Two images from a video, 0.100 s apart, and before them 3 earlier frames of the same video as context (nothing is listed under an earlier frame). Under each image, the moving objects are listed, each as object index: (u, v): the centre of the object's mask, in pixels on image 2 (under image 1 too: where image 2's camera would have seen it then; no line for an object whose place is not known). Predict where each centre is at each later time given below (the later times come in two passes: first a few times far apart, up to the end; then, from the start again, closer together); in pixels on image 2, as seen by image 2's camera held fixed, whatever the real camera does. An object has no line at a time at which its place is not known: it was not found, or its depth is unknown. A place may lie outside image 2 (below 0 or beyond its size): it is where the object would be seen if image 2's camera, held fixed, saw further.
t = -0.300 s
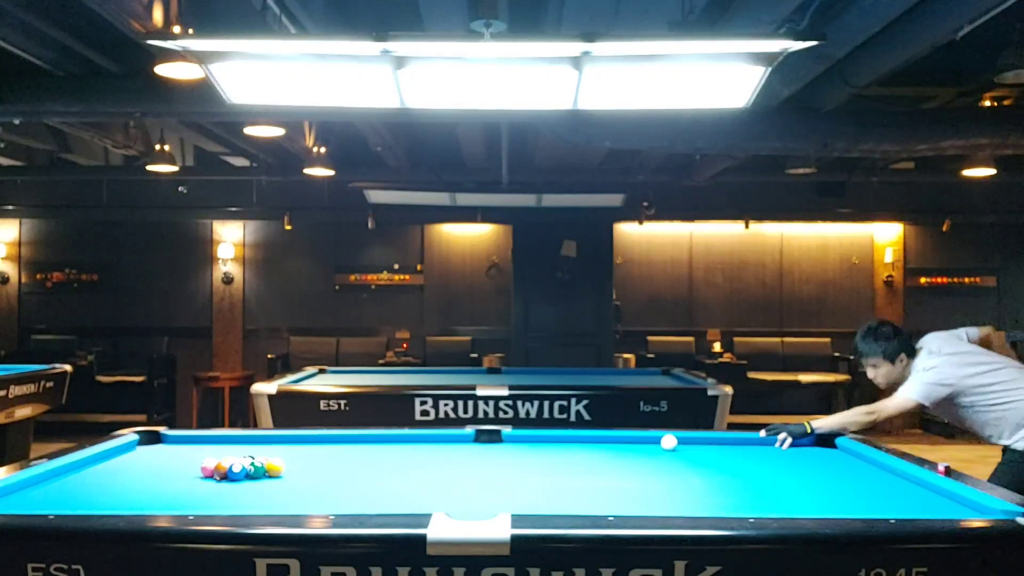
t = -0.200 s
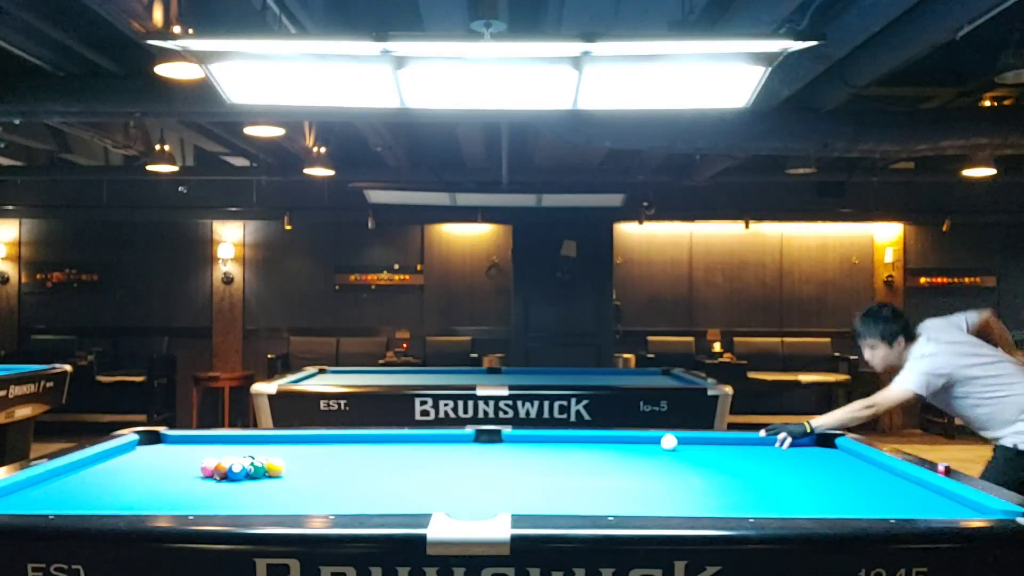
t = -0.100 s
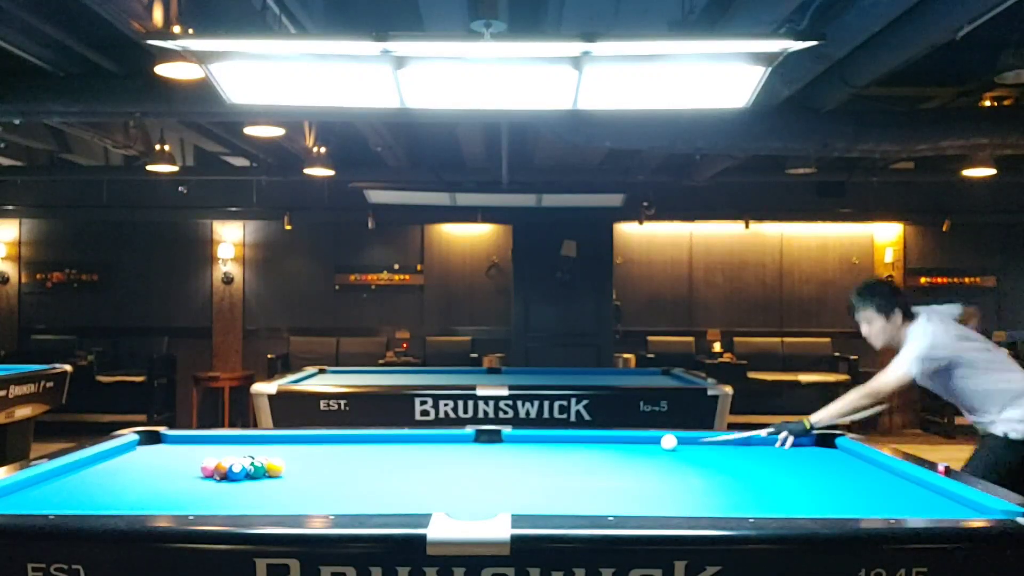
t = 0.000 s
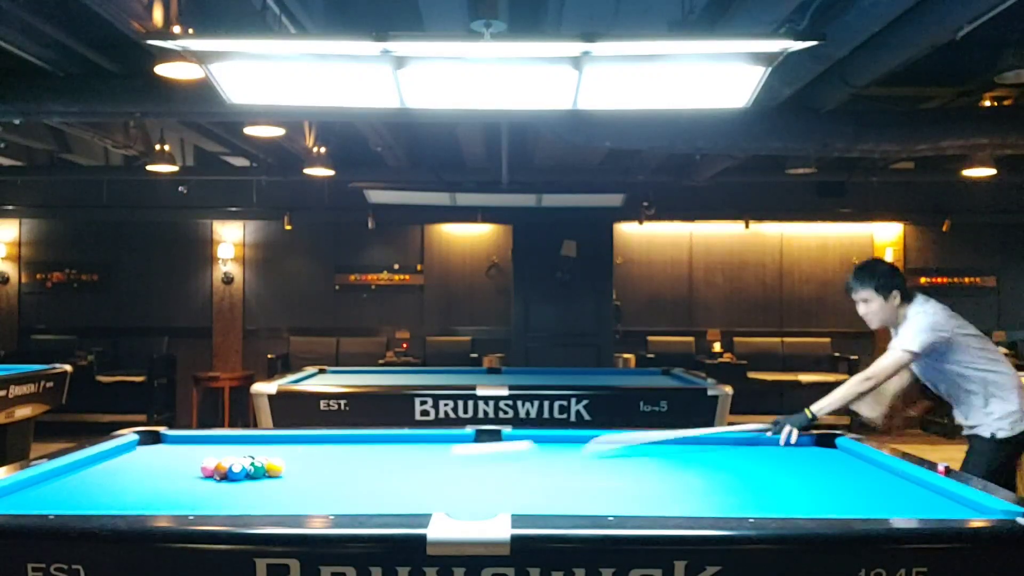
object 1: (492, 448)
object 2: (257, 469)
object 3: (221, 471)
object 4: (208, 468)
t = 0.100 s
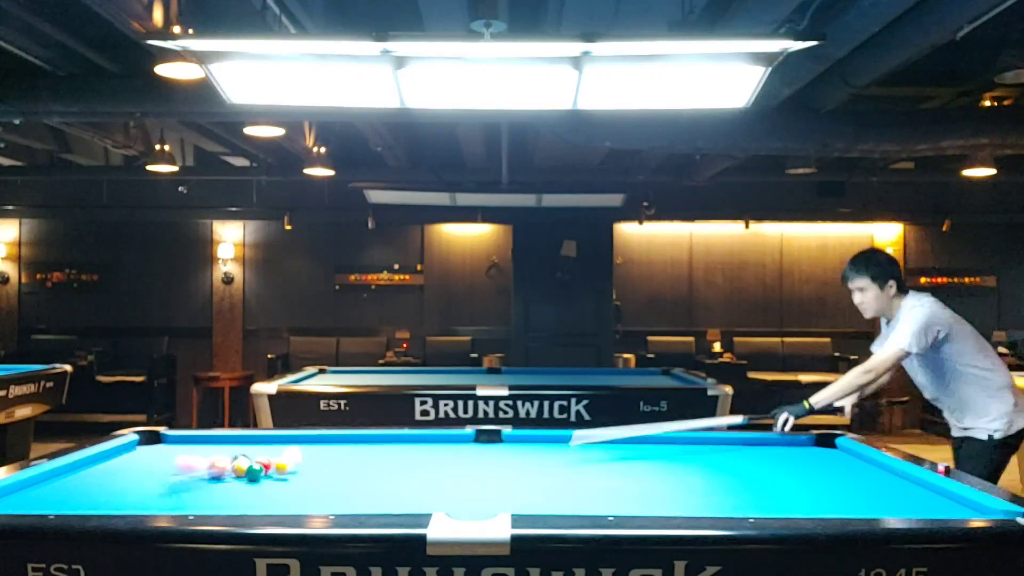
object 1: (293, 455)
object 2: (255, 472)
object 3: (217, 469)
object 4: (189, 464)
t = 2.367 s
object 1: (226, 496)
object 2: (557, 447)
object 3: (119, 476)
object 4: (745, 449)
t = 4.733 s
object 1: (511, 469)
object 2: (683, 455)
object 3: (158, 477)
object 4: (669, 495)
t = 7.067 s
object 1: (637, 448)
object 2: (720, 463)
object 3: (158, 477)
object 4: (512, 499)
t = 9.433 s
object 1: (674, 441)
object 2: (720, 463)
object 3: (158, 477)
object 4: (500, 498)
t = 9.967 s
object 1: (674, 441)
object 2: (720, 463)
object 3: (158, 477)
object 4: (500, 498)
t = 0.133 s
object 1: (292, 449)
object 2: (253, 476)
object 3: (211, 469)
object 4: (167, 463)
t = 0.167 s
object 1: (291, 449)
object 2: (252, 479)
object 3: (206, 469)
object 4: (145, 460)
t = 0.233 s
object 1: (289, 450)
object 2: (249, 486)
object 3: (196, 470)
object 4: (106, 457)
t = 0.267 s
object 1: (287, 447)
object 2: (248, 488)
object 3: (192, 470)
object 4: (116, 455)
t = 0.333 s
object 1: (283, 444)
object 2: (247, 494)
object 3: (181, 470)
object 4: (142, 453)
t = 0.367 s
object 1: (280, 442)
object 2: (246, 498)
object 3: (176, 470)
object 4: (163, 452)
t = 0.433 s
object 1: (273, 438)
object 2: (244, 501)
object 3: (167, 470)
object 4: (188, 452)
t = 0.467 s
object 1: (265, 438)
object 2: (243, 504)
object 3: (162, 471)
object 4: (200, 451)
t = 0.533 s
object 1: (246, 439)
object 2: (242, 507)
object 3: (152, 471)
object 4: (225, 449)
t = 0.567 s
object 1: (233, 439)
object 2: (251, 506)
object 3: (146, 471)
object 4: (239, 448)
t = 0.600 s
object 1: (223, 442)
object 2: (260, 505)
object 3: (142, 471)
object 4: (251, 448)
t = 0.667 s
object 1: (202, 444)
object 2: (276, 504)
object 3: (133, 471)
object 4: (277, 447)
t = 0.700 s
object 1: (196, 441)
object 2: (285, 502)
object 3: (128, 471)
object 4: (289, 445)
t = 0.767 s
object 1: (190, 437)
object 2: (302, 500)
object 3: (118, 471)
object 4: (313, 445)
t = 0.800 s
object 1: (185, 438)
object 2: (310, 499)
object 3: (113, 471)
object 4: (325, 444)
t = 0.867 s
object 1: (167, 438)
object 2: (325, 497)
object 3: (104, 472)
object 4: (348, 443)
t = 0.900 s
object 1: (157, 440)
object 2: (332, 495)
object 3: (100, 472)
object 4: (359, 442)
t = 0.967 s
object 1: (141, 442)
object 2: (347, 492)
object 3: (90, 472)
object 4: (382, 441)
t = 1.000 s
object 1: (143, 443)
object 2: (354, 490)
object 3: (86, 472)
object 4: (393, 440)
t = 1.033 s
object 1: (145, 444)
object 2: (361, 489)
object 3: (81, 472)
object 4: (404, 439)
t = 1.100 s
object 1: (148, 446)
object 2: (374, 486)
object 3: (73, 473)
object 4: (425, 439)
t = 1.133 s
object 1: (149, 448)
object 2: (381, 485)
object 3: (68, 473)
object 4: (435, 438)
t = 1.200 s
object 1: (153, 450)
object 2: (393, 482)
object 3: (59, 473)
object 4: (456, 437)
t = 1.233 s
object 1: (154, 451)
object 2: (399, 480)
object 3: (59, 473)
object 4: (466, 437)
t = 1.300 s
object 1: (158, 453)
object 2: (411, 478)
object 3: (63, 473)
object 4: (482, 437)
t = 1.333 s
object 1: (159, 454)
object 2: (417, 477)
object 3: (65, 473)
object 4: (489, 437)
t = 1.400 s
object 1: (163, 456)
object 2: (429, 475)
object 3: (69, 474)
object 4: (506, 438)
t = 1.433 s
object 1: (165, 458)
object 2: (434, 473)
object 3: (71, 474)
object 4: (513, 438)
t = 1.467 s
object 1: (167, 458)
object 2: (439, 472)
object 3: (74, 473)
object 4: (521, 439)
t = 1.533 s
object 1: (171, 462)
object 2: (450, 470)
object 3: (78, 474)
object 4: (538, 439)
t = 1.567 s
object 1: (173, 463)
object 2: (455, 468)
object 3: (80, 474)
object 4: (546, 440)
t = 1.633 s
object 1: (176, 465)
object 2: (465, 466)
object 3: (83, 474)
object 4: (562, 440)
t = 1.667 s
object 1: (178, 466)
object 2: (470, 465)
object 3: (86, 474)
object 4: (571, 440)
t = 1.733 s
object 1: (182, 469)
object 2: (479, 464)
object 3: (89, 474)
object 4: (586, 442)
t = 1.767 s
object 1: (185, 470)
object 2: (484, 462)
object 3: (91, 474)
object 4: (595, 442)
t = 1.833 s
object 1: (189, 472)
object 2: (493, 460)
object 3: (94, 474)
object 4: (611, 443)
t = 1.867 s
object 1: (191, 474)
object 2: (498, 459)
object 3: (96, 474)
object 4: (619, 443)
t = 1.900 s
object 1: (193, 475)
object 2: (502, 458)
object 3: (98, 475)
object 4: (628, 444)
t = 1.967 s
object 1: (198, 478)
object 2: (511, 456)
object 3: (101, 475)
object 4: (644, 444)
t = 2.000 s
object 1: (199, 480)
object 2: (515, 455)
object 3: (103, 475)
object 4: (653, 445)
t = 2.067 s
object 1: (204, 482)
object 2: (522, 454)
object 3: (106, 475)
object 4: (669, 446)
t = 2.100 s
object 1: (206, 483)
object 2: (527, 453)
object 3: (107, 475)
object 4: (678, 446)
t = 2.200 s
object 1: (213, 488)
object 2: (538, 450)
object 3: (112, 476)
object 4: (703, 447)
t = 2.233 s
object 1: (216, 490)
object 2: (543, 450)
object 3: (114, 476)
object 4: (712, 447)
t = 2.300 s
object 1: (221, 493)
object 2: (549, 448)
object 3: (117, 476)
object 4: (728, 449)
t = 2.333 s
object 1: (223, 494)
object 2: (553, 448)
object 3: (118, 476)
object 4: (737, 449)
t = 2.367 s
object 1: (226, 496)
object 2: (557, 447)
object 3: (119, 476)
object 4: (745, 449)
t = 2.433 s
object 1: (231, 499)
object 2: (563, 445)
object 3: (122, 476)
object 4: (763, 450)
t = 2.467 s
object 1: (233, 500)
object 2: (568, 444)
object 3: (124, 476)
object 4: (771, 451)
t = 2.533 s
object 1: (239, 502)
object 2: (573, 444)
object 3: (126, 476)
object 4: (788, 451)
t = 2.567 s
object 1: (242, 503)
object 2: (576, 443)
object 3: (127, 476)
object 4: (797, 452)
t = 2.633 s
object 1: (248, 505)
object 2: (583, 442)
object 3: (130, 476)
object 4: (814, 453)
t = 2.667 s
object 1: (251, 505)
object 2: (586, 442)
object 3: (131, 476)
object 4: (823, 453)
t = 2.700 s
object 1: (254, 507)
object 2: (589, 440)
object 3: (132, 476)
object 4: (831, 453)
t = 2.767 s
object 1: (266, 506)
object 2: (596, 438)
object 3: (134, 476)
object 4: (848, 454)
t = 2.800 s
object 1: (272, 506)
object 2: (597, 439)
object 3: (135, 476)
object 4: (854, 454)
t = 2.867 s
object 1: (284, 504)
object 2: (601, 440)
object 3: (137, 476)
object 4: (849, 456)
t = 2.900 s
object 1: (289, 504)
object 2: (603, 440)
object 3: (138, 477)
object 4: (846, 457)
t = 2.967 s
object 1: (301, 503)
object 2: (607, 440)
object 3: (140, 476)
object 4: (840, 458)
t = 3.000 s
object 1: (306, 502)
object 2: (608, 441)
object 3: (141, 477)
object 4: (837, 459)
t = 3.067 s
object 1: (318, 501)
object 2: (611, 442)
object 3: (143, 476)
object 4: (831, 460)
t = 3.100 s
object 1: (322, 500)
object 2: (613, 442)
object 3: (144, 477)
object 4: (828, 461)
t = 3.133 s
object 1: (328, 500)
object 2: (615, 442)
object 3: (144, 477)
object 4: (825, 461)
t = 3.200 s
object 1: (338, 499)
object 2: (619, 443)
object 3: (146, 477)
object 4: (819, 462)
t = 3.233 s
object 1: (343, 499)
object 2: (620, 443)
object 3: (147, 477)
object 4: (816, 463)
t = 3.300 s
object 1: (353, 497)
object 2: (623, 444)
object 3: (148, 477)
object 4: (810, 465)
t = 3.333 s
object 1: (358, 496)
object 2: (625, 444)
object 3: (149, 477)
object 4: (807, 465)
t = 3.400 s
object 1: (368, 495)
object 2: (628, 445)
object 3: (150, 477)
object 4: (801, 466)
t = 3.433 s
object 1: (372, 494)
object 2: (630, 445)
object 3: (150, 477)
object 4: (798, 467)
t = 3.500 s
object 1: (382, 492)
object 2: (633, 445)
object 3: (151, 477)
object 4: (791, 468)
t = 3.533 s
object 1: (386, 492)
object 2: (634, 446)
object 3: (152, 477)
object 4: (788, 469)
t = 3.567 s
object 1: (390, 491)
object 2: (636, 446)
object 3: (153, 477)
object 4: (785, 470)
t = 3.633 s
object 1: (399, 489)
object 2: (639, 446)
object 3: (153, 477)
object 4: (779, 471)
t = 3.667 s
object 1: (403, 488)
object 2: (641, 447)
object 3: (154, 477)
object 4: (776, 472)
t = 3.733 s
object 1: (411, 487)
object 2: (644, 447)
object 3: (155, 477)
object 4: (769, 473)
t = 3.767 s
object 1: (416, 486)
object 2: (645, 448)
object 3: (155, 477)
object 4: (766, 474)
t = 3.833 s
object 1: (423, 485)
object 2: (648, 448)
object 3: (156, 477)
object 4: (760, 475)
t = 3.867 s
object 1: (427, 484)
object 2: (650, 449)
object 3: (156, 477)
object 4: (756, 476)
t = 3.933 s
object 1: (435, 483)
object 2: (652, 449)
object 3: (157, 477)
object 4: (750, 477)
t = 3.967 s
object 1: (439, 482)
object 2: (654, 449)
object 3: (156, 477)
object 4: (747, 478)
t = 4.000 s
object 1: (442, 481)
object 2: (655, 450)
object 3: (157, 477)
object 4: (743, 479)
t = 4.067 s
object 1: (449, 480)
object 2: (658, 450)
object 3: (157, 477)
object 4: (737, 480)
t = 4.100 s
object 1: (453, 480)
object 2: (660, 450)
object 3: (157, 477)
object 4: (734, 481)
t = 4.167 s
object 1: (459, 478)
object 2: (663, 451)
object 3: (158, 477)
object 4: (727, 482)
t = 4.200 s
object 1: (463, 478)
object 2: (664, 451)
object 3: (158, 477)
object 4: (724, 483)
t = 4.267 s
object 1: (470, 476)
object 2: (667, 451)
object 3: (158, 477)
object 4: (717, 485)
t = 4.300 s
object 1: (473, 476)
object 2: (668, 452)
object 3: (158, 477)
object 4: (713, 485)
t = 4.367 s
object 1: (483, 474)
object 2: (672, 453)
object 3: (158, 477)
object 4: (703, 488)
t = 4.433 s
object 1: (485, 474)
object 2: (673, 453)
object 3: (158, 477)
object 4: (700, 488)
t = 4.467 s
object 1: (489, 473)
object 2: (674, 453)
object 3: (158, 477)
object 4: (696, 489)
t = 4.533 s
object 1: (495, 472)
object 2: (677, 454)
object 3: (158, 477)
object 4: (689, 490)
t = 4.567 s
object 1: (497, 472)
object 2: (678, 454)
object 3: (158, 477)
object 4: (686, 491)
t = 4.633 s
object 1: (502, 471)
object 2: (680, 455)
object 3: (158, 477)
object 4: (679, 493)
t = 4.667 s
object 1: (505, 470)
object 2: (681, 455)
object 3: (158, 477)
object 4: (676, 494)
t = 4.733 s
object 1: (511, 469)
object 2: (683, 455)
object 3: (158, 477)
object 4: (669, 495)
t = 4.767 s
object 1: (514, 469)
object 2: (684, 455)
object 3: (158, 477)
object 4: (665, 496)
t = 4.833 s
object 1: (519, 468)
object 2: (686, 456)
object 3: (158, 477)
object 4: (658, 497)
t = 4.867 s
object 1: (521, 467)
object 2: (687, 456)
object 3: (158, 477)
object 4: (655, 498)
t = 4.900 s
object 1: (524, 467)
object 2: (688, 456)
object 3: (158, 477)
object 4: (651, 499)
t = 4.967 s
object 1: (530, 466)
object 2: (691, 457)
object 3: (158, 477)
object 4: (644, 500)
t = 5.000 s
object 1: (532, 466)
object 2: (692, 457)
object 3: (158, 477)
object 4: (641, 500)
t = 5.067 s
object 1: (537, 465)
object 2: (693, 458)
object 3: (158, 477)
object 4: (633, 501)
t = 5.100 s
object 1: (539, 464)
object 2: (694, 458)
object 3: (158, 477)
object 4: (630, 502)
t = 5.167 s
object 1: (544, 463)
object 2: (696, 458)
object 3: (158, 477)
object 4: (623, 502)
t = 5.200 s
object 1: (546, 463)
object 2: (697, 459)
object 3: (158, 477)
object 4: (619, 503)
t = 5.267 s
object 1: (551, 462)
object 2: (699, 459)
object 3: (158, 477)
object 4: (612, 504)
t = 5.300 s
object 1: (553, 461)
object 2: (700, 459)
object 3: (158, 477)
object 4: (608, 504)
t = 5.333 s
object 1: (555, 461)
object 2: (700, 459)
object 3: (158, 477)
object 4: (605, 504)
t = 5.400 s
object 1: (559, 460)
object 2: (702, 460)
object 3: (158, 477)
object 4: (597, 505)
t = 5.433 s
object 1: (562, 460)
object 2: (703, 460)
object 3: (158, 477)
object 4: (593, 506)
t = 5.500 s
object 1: (566, 459)
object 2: (704, 460)
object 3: (158, 477)
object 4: (587, 506)
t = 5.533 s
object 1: (568, 459)
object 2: (705, 460)
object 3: (158, 477)
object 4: (584, 506)
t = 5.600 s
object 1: (572, 458)
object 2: (706, 460)
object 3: (158, 477)
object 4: (579, 506)
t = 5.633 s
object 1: (574, 458)
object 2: (707, 461)
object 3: (158, 476)
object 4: (577, 505)
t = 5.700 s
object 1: (578, 457)
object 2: (708, 461)
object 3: (158, 477)
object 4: (573, 505)
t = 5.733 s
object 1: (580, 457)
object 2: (709, 461)
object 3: (158, 477)
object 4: (571, 505)
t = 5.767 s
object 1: (581, 457)
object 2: (709, 461)
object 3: (158, 476)
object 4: (568, 504)
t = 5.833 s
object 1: (585, 456)
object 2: (711, 461)
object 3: (158, 477)
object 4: (565, 504)
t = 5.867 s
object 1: (587, 456)
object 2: (711, 461)
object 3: (158, 477)
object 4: (562, 504)
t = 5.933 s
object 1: (590, 455)
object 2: (712, 462)
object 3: (158, 477)
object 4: (558, 503)
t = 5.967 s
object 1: (592, 455)
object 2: (712, 462)
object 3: (158, 477)
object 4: (556, 503)
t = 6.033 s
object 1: (595, 454)
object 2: (714, 462)
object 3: (158, 477)
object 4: (553, 503)
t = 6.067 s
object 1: (597, 454)
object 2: (714, 462)
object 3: (158, 477)
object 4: (551, 503)
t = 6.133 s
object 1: (600, 453)
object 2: (715, 462)
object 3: (158, 477)
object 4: (547, 503)
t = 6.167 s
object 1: (602, 453)
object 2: (715, 462)
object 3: (158, 476)
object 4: (545, 503)
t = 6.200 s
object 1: (603, 453)
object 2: (716, 462)
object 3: (158, 477)
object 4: (544, 503)
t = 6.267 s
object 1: (606, 452)
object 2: (716, 463)
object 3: (158, 477)
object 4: (540, 502)
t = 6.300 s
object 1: (607, 452)
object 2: (717, 463)
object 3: (158, 476)
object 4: (539, 502)
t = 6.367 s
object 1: (610, 451)
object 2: (717, 463)
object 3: (158, 477)
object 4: (536, 502)
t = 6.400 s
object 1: (612, 451)
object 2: (717, 463)
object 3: (158, 477)
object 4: (534, 501)
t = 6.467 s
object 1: (615, 451)
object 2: (718, 463)
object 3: (158, 477)
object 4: (532, 501)
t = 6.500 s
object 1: (616, 450)
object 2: (718, 463)
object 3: (158, 476)
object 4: (530, 501)
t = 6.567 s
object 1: (619, 450)
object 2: (719, 463)
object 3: (158, 477)
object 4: (528, 501)
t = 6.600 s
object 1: (620, 450)
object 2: (719, 463)
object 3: (158, 477)
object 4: (526, 501)
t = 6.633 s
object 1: (621, 450)
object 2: (719, 463)
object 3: (158, 477)
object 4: (525, 501)
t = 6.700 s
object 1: (624, 449)
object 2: (720, 463)
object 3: (158, 477)
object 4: (523, 500)
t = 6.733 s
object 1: (625, 449)
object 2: (720, 463)
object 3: (158, 477)
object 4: (522, 500)
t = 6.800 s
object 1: (628, 449)
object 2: (720, 464)
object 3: (158, 477)
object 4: (520, 500)
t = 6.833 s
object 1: (629, 449)
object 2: (720, 464)
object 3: (158, 476)
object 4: (519, 500)
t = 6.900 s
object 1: (632, 448)
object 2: (720, 464)
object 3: (158, 477)
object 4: (517, 500)
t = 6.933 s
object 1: (632, 448)
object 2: (720, 464)
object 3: (158, 477)
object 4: (515, 500)
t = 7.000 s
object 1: (635, 448)
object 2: (720, 463)
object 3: (158, 477)
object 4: (513, 499)
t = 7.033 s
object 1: (636, 448)
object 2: (720, 463)
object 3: (158, 477)
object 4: (513, 499)
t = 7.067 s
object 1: (637, 448)
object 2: (720, 463)
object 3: (158, 477)
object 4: (512, 499)
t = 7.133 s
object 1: (639, 447)
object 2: (720, 463)
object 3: (158, 476)
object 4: (510, 499)
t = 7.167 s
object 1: (640, 447)
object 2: (720, 463)
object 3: (158, 477)
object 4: (509, 499)
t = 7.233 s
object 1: (642, 447)
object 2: (720, 463)
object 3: (158, 477)
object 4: (508, 499)
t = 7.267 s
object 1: (643, 446)
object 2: (720, 463)
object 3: (158, 477)
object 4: (507, 499)
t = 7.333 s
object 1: (644, 446)
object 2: (720, 463)
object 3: (158, 477)
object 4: (506, 499)
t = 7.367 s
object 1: (646, 445)
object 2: (720, 463)
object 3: (158, 477)
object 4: (506, 499)
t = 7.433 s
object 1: (647, 445)
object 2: (720, 463)
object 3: (158, 477)
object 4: (505, 499)
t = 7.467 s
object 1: (648, 445)
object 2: (720, 463)
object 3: (159, 477)
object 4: (504, 499)
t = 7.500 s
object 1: (649, 445)
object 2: (720, 463)
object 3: (158, 477)
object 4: (504, 498)
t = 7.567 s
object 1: (651, 445)
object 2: (720, 463)
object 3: (158, 477)
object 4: (503, 498)
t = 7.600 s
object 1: (652, 445)
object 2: (720, 463)
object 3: (158, 477)
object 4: (502, 498)
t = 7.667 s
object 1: (653, 444)
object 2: (720, 463)
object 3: (158, 477)
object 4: (502, 498)
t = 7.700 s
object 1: (654, 444)
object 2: (720, 463)
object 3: (158, 477)
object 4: (501, 498)
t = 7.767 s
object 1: (656, 444)
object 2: (720, 463)
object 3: (158, 477)
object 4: (501, 498)
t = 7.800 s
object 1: (657, 444)
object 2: (720, 463)
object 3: (158, 477)
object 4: (500, 498)
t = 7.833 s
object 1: (658, 444)
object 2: (720, 463)
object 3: (158, 477)
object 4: (500, 498)
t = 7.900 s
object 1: (659, 444)
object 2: (720, 463)
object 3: (158, 477)
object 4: (500, 498)
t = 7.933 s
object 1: (660, 443)
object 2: (720, 463)
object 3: (158, 477)
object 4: (500, 498)
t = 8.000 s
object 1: (661, 443)
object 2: (720, 463)
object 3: (158, 477)
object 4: (500, 498)
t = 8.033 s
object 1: (662, 443)
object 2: (720, 463)
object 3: (158, 477)
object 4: (500, 498)
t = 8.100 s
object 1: (663, 443)
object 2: (719, 463)
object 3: (158, 477)
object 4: (500, 498)
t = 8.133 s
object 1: (664, 443)
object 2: (720, 463)
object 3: (158, 477)
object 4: (500, 498)
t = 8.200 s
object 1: (665, 443)
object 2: (720, 463)
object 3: (158, 477)
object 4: (500, 498)
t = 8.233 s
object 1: (666, 443)
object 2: (720, 463)
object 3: (158, 477)
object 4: (500, 498)
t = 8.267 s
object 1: (666, 443)
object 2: (720, 463)
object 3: (158, 477)
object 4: (500, 498)
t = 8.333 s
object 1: (667, 443)
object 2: (720, 464)
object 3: (158, 477)
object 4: (500, 498)
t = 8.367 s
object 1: (668, 442)
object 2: (720, 464)
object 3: (158, 477)
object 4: (500, 498)
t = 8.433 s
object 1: (669, 442)
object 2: (720, 464)
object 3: (158, 477)
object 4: (500, 498)
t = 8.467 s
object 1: (669, 442)
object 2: (720, 464)
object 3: (158, 477)
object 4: (500, 498)
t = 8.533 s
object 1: (669, 442)
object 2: (720, 464)
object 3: (158, 477)
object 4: (500, 498)
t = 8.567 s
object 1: (670, 442)
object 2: (720, 464)
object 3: (158, 477)
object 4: (500, 498)
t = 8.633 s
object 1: (670, 442)
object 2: (719, 464)
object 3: (158, 477)
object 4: (500, 498)
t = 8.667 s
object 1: (670, 442)
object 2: (720, 464)
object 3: (158, 477)
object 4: (500, 498)
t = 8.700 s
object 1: (671, 442)
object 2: (720, 464)
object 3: (158, 477)
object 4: (500, 498)
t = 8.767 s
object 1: (671, 442)
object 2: (720, 464)
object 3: (158, 477)
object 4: (500, 498)
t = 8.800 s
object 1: (671, 441)
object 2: (720, 464)
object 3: (158, 477)
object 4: (500, 498)
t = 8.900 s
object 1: (672, 441)
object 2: (720, 464)
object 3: (158, 477)
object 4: (500, 498)
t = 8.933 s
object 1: (672, 441)
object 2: (720, 464)
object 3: (158, 477)
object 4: (500, 498)
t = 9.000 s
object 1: (672, 441)
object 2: (720, 464)
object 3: (158, 477)
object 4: (500, 498)
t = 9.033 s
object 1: (672, 441)
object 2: (720, 464)
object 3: (158, 477)
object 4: (500, 498)
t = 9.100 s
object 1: (673, 441)
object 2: (720, 463)
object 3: (158, 477)
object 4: (500, 498)
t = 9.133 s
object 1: (673, 441)
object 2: (720, 464)
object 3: (158, 477)
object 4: (500, 498)
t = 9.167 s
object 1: (673, 441)
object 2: (720, 463)
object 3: (158, 477)
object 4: (500, 498)
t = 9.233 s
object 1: (673, 441)
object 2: (720, 463)
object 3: (158, 477)
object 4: (500, 498)
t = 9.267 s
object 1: (674, 441)
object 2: (720, 464)
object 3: (158, 477)
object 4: (500, 498)
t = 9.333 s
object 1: (674, 441)
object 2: (720, 463)
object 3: (158, 477)
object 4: (500, 498)
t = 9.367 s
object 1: (674, 441)
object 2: (720, 463)
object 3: (158, 477)
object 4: (500, 498)
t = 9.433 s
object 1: (674, 441)
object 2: (720, 463)
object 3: (158, 477)
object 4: (500, 498)
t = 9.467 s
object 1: (674, 441)
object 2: (720, 463)
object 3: (158, 477)
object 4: (500, 498)
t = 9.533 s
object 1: (674, 441)
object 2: (720, 463)
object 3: (158, 477)
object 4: (500, 498)
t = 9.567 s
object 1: (674, 441)
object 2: (720, 463)
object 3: (158, 477)
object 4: (500, 498)
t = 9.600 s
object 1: (674, 441)
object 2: (720, 463)
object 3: (158, 477)
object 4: (500, 498)
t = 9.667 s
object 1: (674, 441)
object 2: (720, 463)
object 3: (158, 477)
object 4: (500, 498)
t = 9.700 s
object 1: (674, 441)
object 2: (720, 463)
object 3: (158, 477)
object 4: (500, 498)
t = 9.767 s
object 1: (674, 441)
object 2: (720, 463)
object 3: (158, 477)
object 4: (500, 498)
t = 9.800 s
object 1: (674, 441)
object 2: (720, 463)
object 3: (158, 477)
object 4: (500, 498)
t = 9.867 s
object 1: (674, 441)
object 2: (720, 463)
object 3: (158, 477)
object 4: (500, 498)
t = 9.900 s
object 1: (674, 441)
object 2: (720, 463)
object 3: (158, 477)
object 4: (500, 498)
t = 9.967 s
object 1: (674, 441)
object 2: (720, 463)
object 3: (158, 477)
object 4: (500, 498)
